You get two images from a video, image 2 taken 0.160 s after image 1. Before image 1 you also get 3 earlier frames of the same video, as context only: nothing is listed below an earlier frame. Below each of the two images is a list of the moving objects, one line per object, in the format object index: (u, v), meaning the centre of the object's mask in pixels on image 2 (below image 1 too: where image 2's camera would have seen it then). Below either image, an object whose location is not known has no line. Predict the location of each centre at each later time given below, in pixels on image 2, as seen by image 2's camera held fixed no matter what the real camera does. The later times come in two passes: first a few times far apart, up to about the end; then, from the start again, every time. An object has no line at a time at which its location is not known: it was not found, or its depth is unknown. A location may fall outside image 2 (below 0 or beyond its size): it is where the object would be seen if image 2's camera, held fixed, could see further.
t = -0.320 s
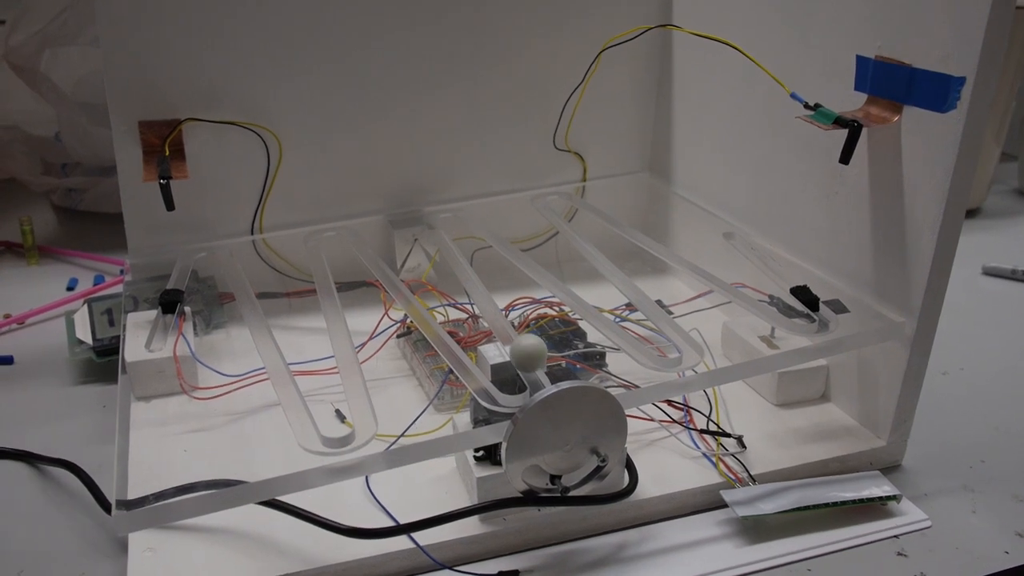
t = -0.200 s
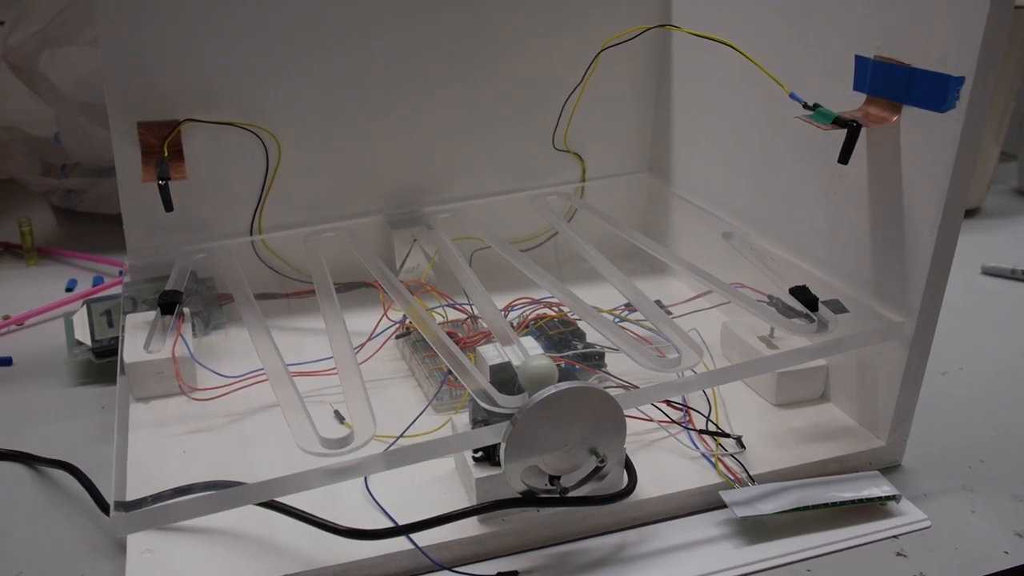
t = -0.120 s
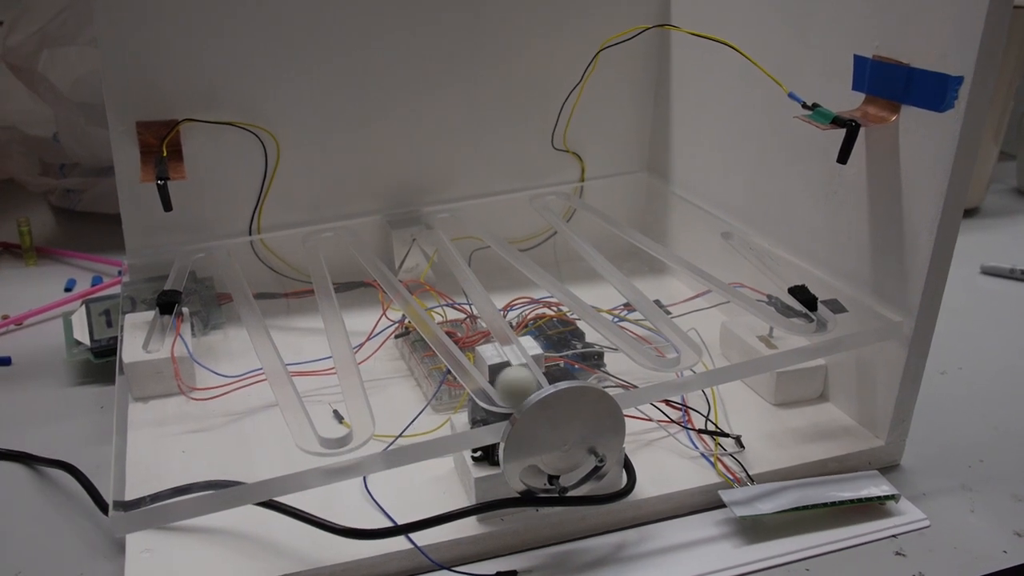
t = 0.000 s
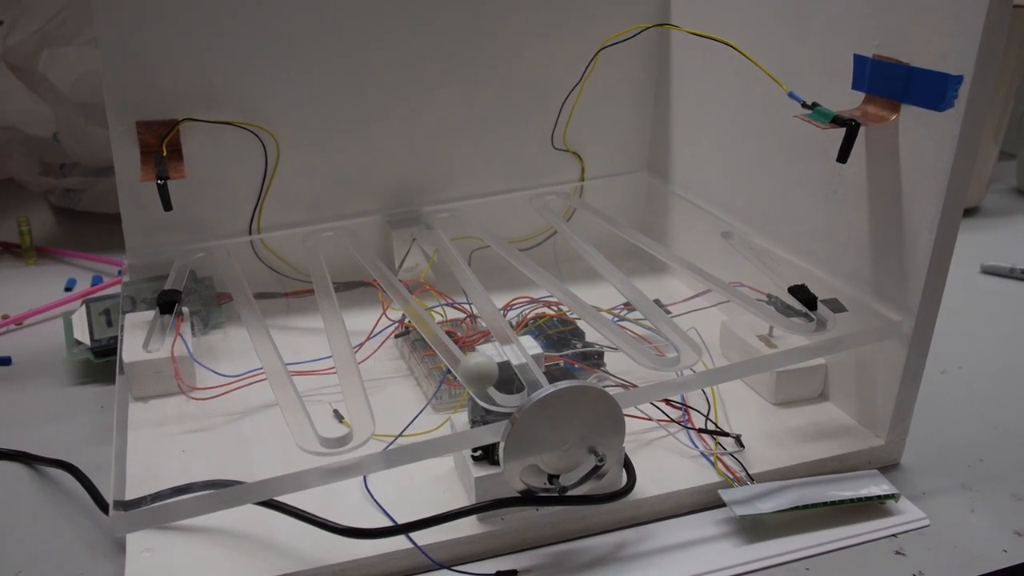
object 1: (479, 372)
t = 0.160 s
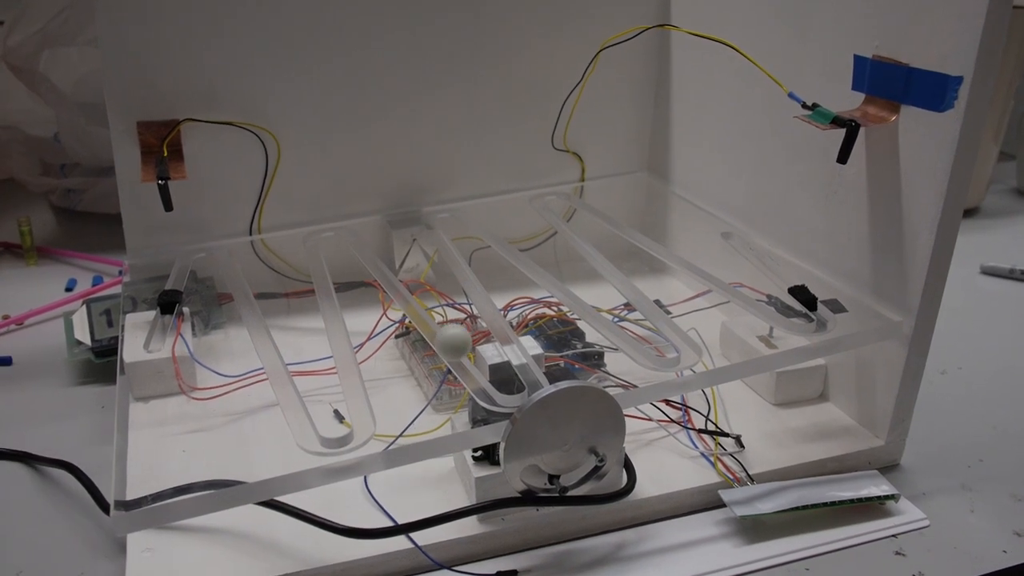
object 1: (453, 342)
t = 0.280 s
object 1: (437, 323)
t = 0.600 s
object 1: (400, 277)
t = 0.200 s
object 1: (450, 337)
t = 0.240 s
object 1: (444, 330)
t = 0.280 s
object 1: (437, 323)
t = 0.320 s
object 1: (432, 316)
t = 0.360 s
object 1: (427, 310)
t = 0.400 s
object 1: (420, 304)
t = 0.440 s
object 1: (415, 299)
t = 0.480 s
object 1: (411, 294)
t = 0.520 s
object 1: (406, 289)
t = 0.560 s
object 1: (403, 283)
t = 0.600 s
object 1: (400, 277)
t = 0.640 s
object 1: (393, 274)
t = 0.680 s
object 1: (389, 269)
